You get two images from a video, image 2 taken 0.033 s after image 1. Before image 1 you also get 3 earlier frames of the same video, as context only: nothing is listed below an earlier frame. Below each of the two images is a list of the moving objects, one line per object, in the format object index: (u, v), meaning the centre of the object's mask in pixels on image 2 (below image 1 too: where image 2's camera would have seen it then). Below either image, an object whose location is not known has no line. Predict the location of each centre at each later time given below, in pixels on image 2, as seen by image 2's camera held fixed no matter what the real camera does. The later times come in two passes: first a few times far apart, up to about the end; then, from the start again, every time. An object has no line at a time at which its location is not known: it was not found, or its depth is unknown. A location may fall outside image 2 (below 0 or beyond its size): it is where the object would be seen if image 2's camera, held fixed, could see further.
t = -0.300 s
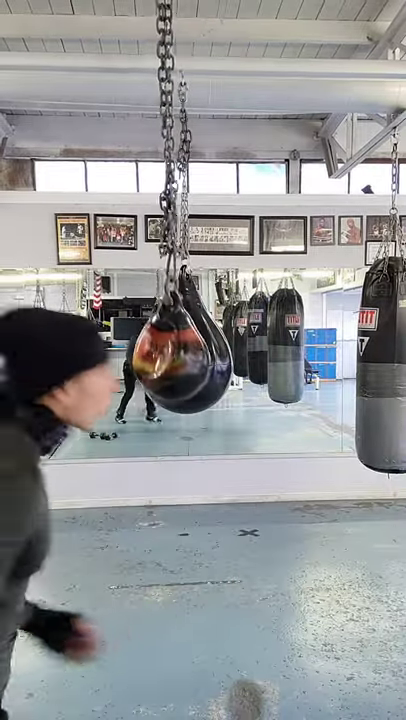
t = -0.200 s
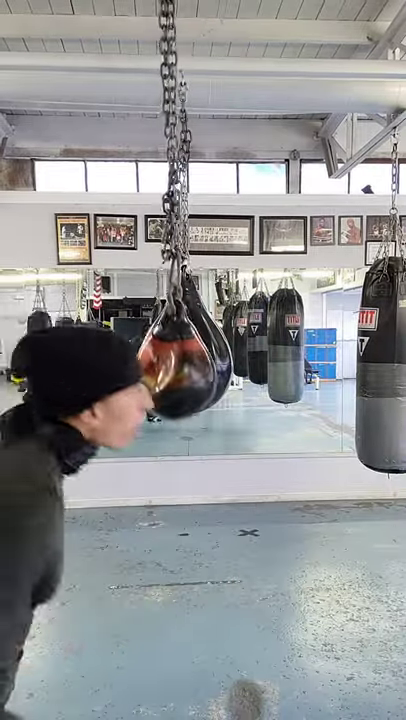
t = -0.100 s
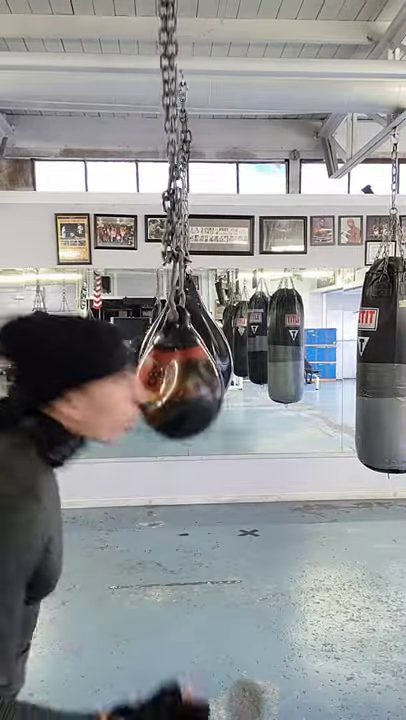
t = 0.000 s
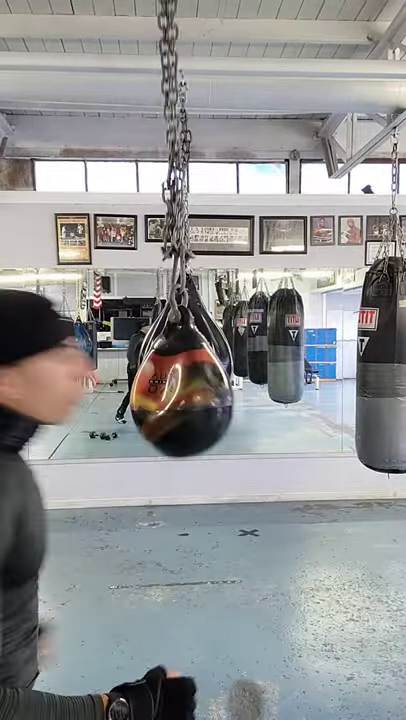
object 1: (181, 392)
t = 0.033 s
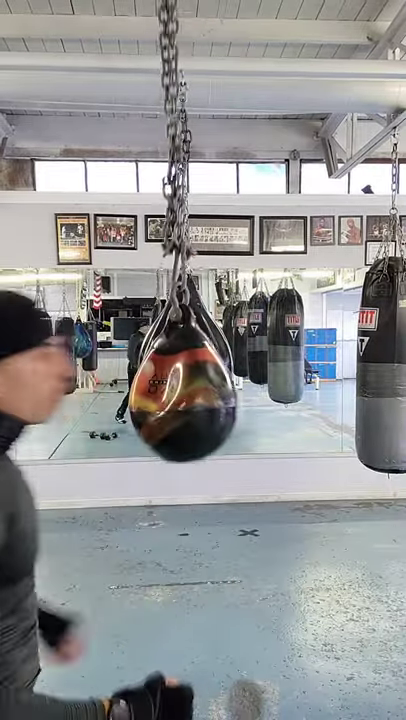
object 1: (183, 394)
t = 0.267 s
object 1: (191, 382)
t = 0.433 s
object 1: (191, 356)
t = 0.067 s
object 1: (184, 396)
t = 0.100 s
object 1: (185, 397)
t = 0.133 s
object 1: (185, 395)
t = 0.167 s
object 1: (187, 392)
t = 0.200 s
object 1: (188, 391)
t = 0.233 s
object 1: (190, 387)
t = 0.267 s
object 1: (191, 382)
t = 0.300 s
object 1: (191, 378)
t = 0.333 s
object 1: (192, 372)
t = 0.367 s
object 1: (190, 366)
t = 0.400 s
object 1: (191, 361)
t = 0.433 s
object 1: (191, 356)
